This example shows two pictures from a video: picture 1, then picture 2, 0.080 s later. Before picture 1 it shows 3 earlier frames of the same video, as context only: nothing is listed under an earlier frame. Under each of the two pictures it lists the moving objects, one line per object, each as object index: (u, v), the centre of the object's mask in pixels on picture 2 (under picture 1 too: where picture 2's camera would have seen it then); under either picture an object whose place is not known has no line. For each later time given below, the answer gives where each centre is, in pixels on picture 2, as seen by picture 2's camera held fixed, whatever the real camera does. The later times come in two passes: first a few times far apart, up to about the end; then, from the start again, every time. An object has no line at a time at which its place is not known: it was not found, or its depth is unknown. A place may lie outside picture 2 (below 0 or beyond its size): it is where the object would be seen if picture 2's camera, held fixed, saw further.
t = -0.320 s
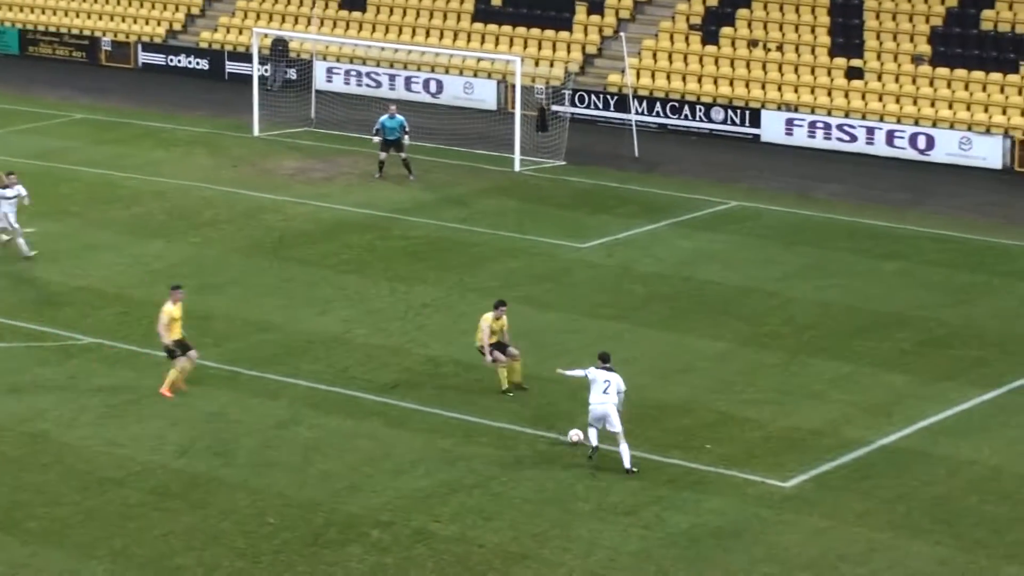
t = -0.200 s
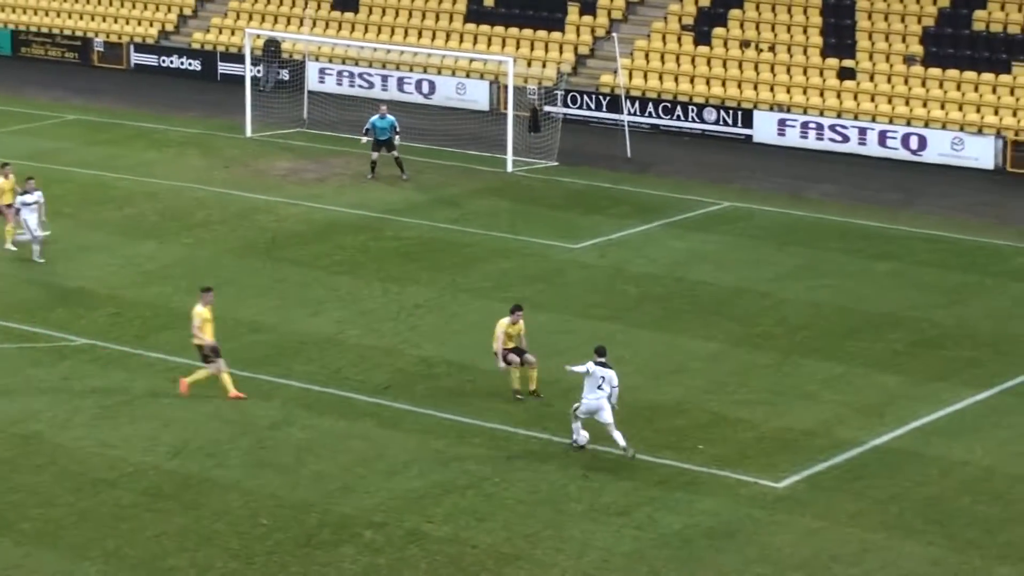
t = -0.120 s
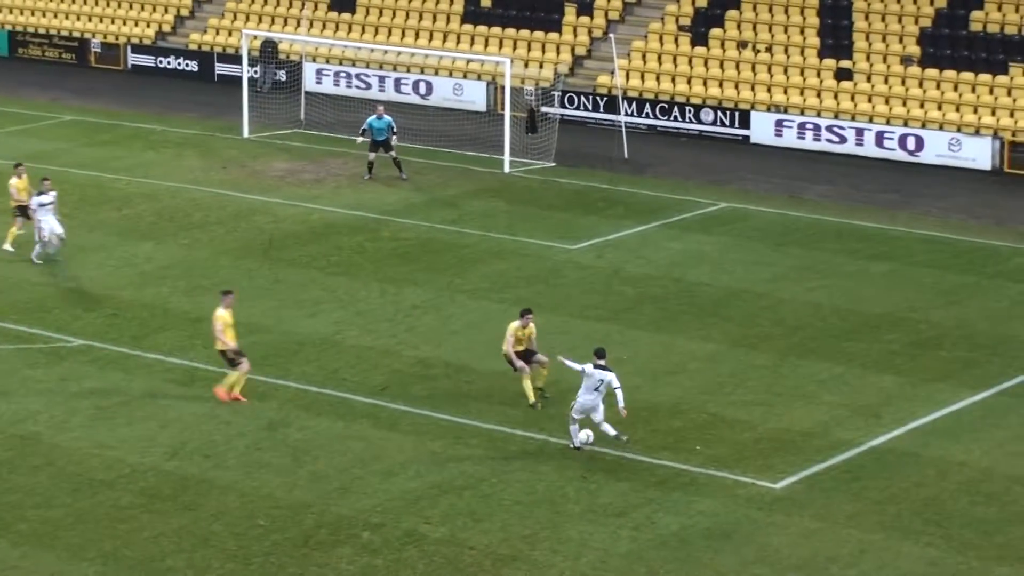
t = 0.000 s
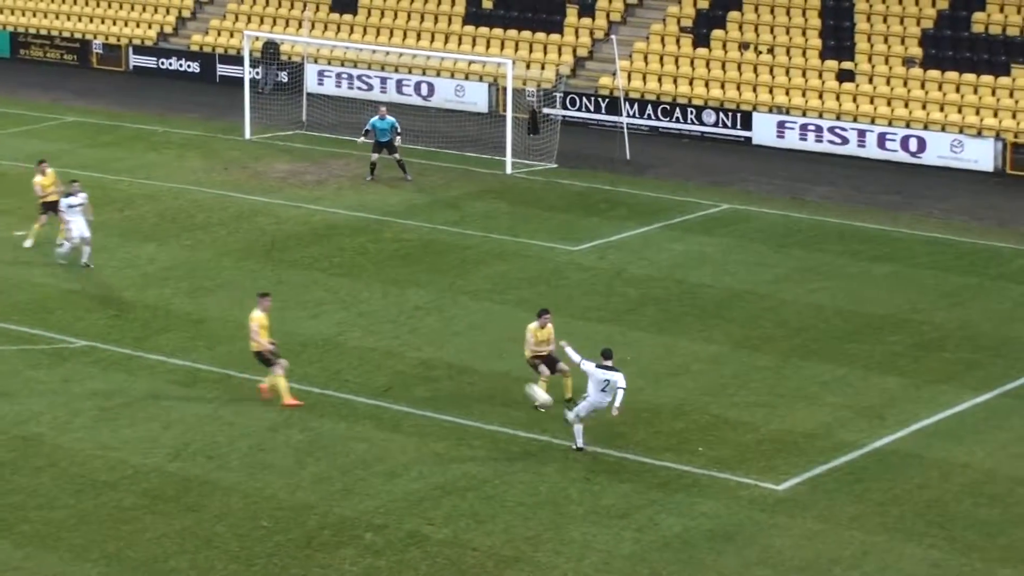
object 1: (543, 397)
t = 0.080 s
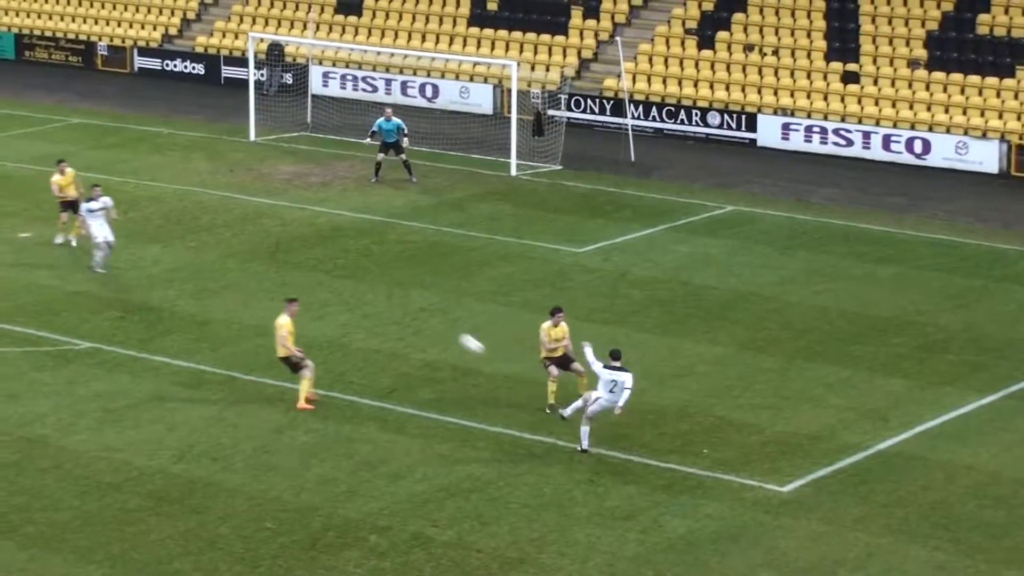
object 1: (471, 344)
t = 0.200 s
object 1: (371, 279)
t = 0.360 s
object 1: (252, 212)
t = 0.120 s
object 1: (437, 321)
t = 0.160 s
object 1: (404, 299)
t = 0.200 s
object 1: (371, 279)
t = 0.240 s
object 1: (341, 260)
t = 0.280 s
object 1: (310, 242)
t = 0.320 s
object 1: (281, 227)
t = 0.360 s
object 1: (252, 212)
